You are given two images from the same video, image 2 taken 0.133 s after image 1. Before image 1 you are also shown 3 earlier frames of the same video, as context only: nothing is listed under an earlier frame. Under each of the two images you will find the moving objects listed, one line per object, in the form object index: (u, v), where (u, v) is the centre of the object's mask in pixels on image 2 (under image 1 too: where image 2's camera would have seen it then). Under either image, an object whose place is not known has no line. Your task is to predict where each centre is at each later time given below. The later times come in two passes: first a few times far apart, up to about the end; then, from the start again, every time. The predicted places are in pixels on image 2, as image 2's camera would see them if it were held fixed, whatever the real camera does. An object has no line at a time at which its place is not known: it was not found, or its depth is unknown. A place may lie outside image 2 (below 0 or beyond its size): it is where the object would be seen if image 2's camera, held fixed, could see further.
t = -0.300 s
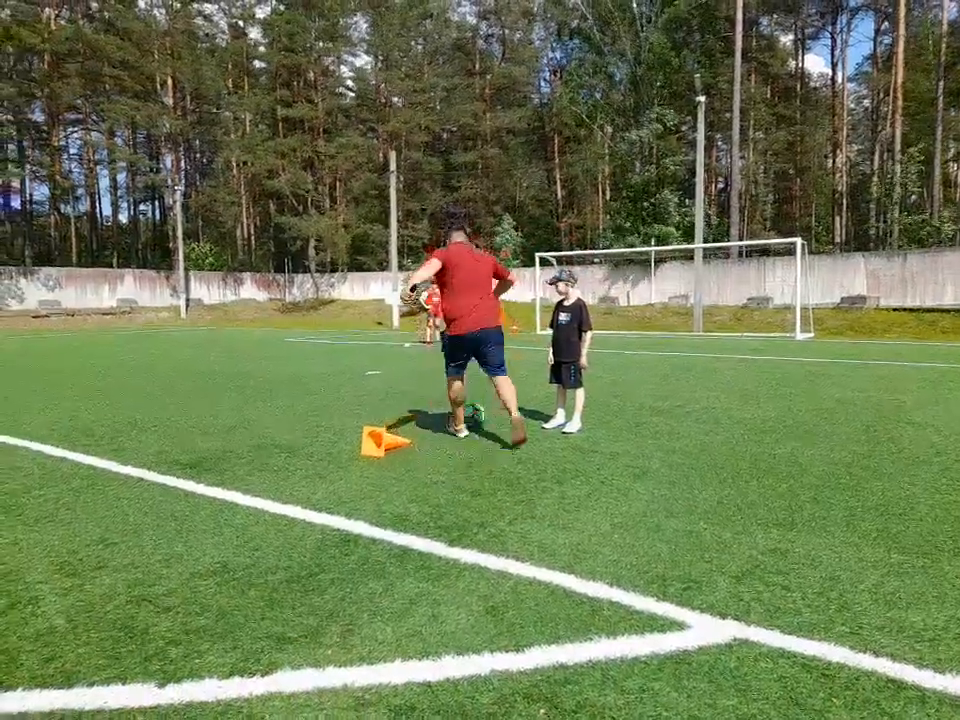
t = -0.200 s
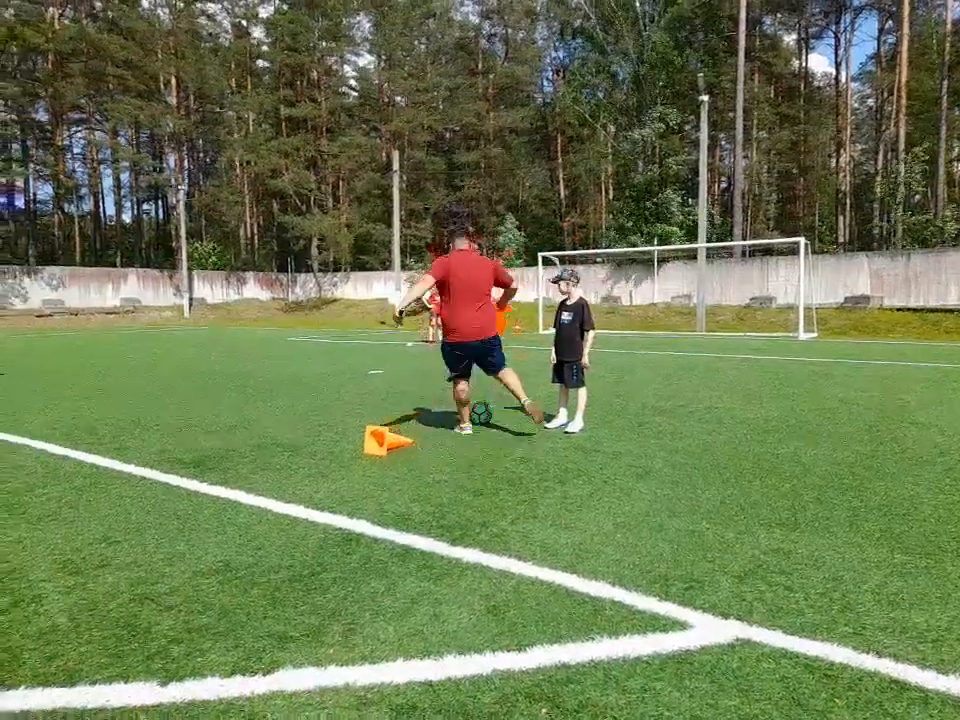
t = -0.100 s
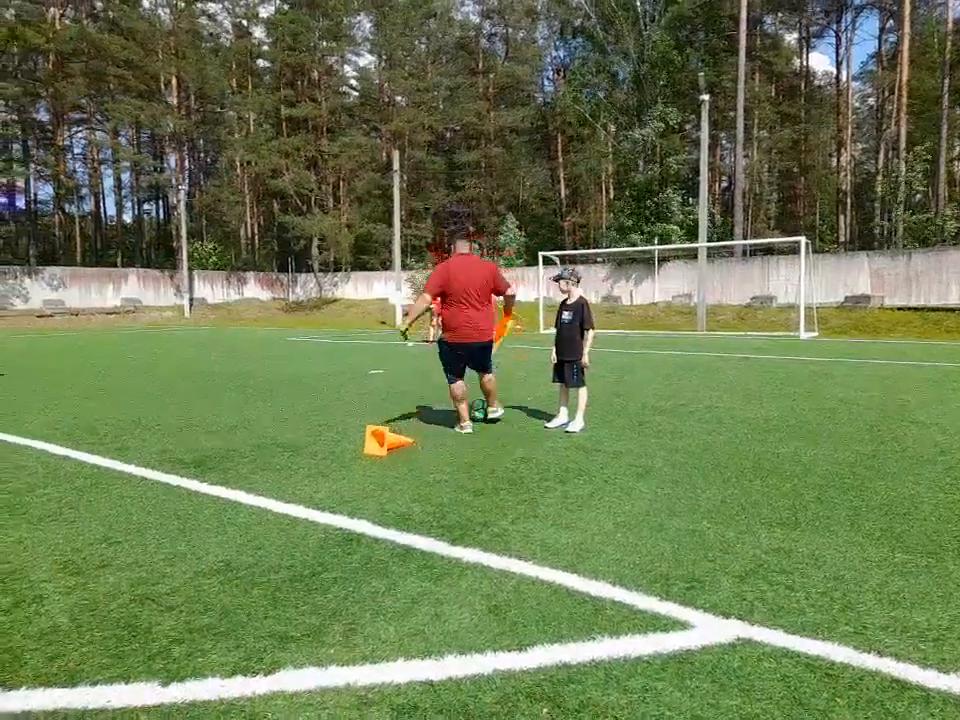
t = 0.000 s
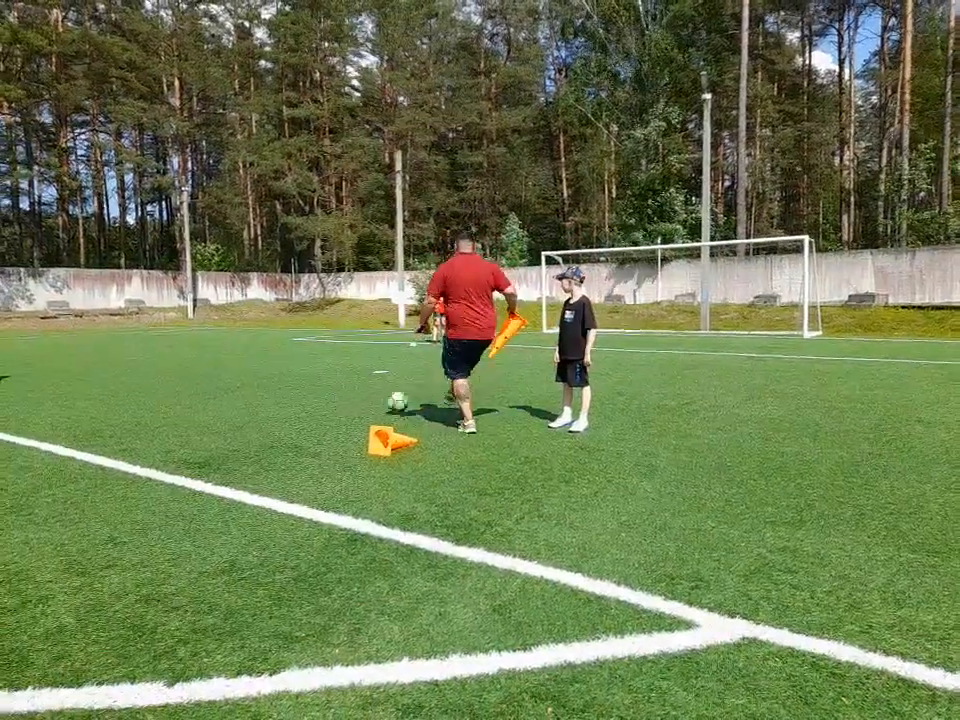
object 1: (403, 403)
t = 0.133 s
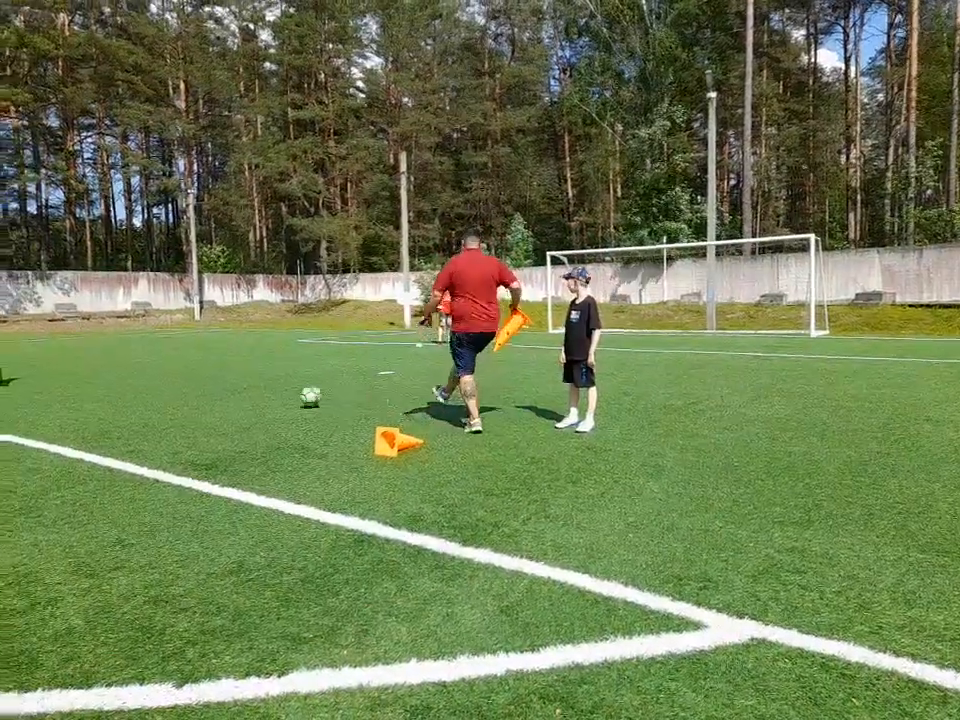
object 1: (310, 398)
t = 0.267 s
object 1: (236, 394)
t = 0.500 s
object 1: (140, 390)
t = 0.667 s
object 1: (90, 386)
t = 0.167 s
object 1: (290, 396)
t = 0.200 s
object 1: (271, 395)
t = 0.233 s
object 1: (252, 396)
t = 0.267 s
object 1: (236, 394)
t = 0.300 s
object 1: (220, 393)
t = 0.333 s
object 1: (205, 392)
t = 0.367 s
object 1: (190, 392)
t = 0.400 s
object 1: (176, 392)
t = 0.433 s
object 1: (164, 391)
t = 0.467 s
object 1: (151, 390)
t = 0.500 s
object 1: (140, 390)
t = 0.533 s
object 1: (128, 389)
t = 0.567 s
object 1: (118, 388)
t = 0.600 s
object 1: (108, 388)
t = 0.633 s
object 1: (99, 387)
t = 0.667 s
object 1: (90, 386)
